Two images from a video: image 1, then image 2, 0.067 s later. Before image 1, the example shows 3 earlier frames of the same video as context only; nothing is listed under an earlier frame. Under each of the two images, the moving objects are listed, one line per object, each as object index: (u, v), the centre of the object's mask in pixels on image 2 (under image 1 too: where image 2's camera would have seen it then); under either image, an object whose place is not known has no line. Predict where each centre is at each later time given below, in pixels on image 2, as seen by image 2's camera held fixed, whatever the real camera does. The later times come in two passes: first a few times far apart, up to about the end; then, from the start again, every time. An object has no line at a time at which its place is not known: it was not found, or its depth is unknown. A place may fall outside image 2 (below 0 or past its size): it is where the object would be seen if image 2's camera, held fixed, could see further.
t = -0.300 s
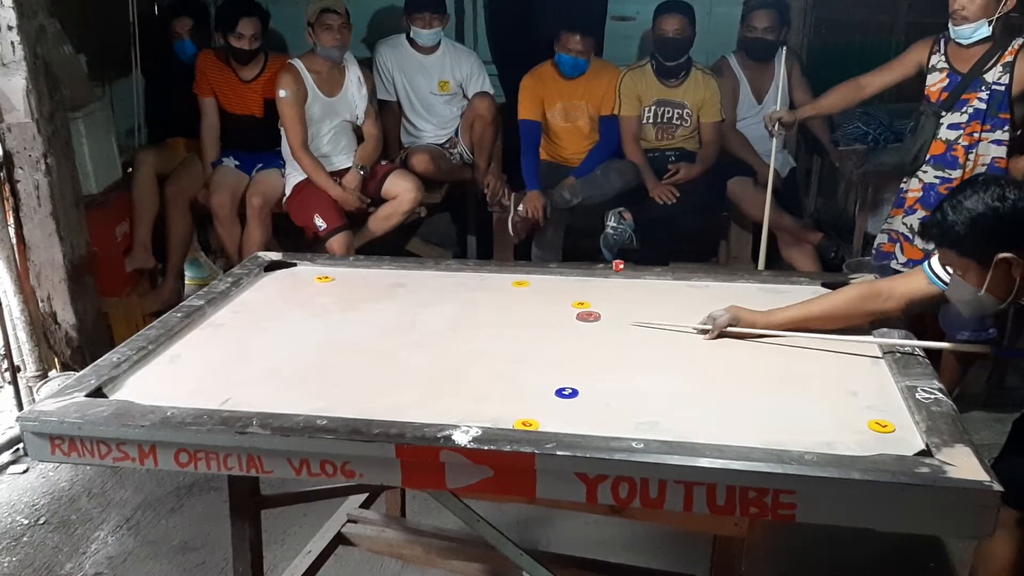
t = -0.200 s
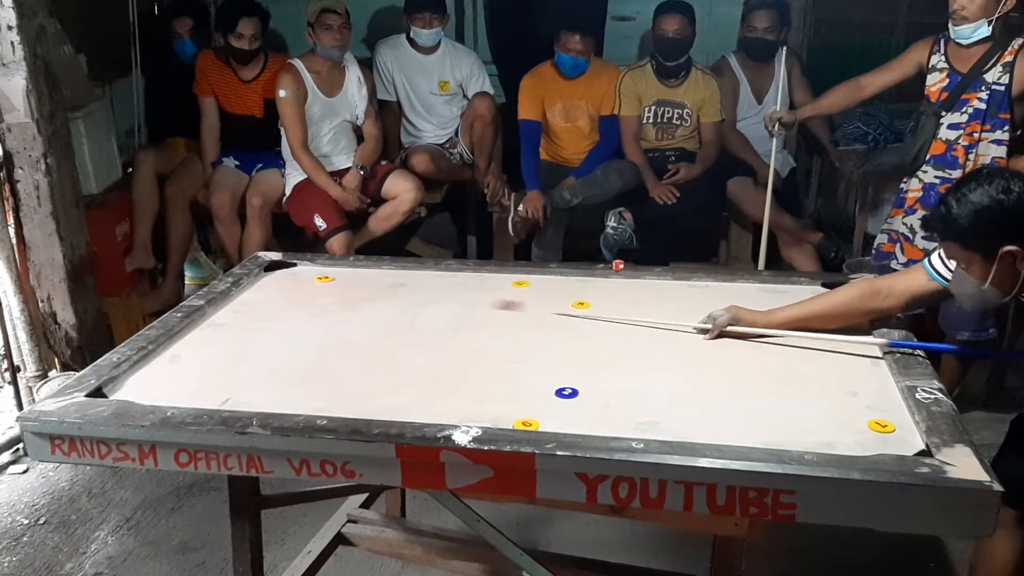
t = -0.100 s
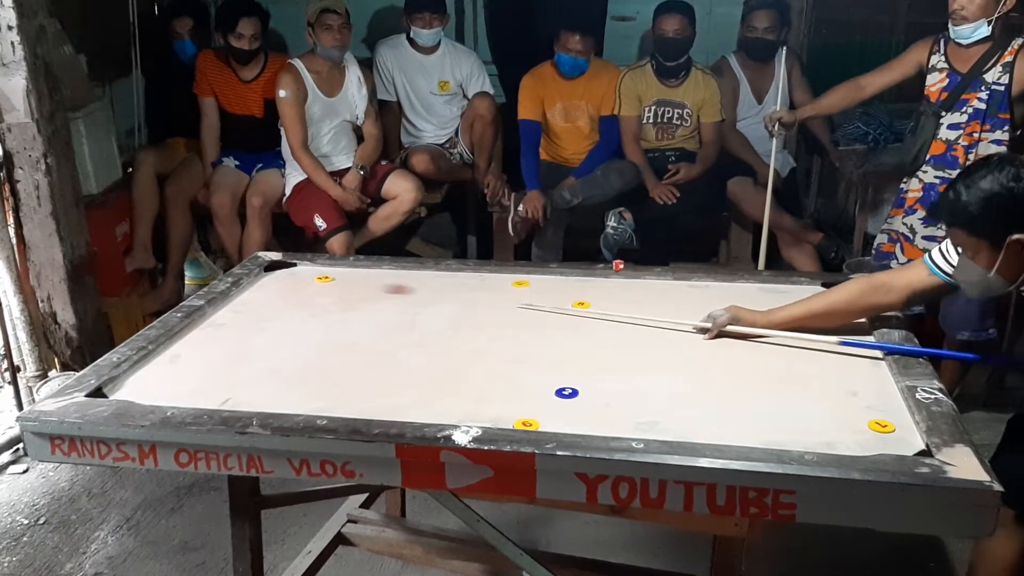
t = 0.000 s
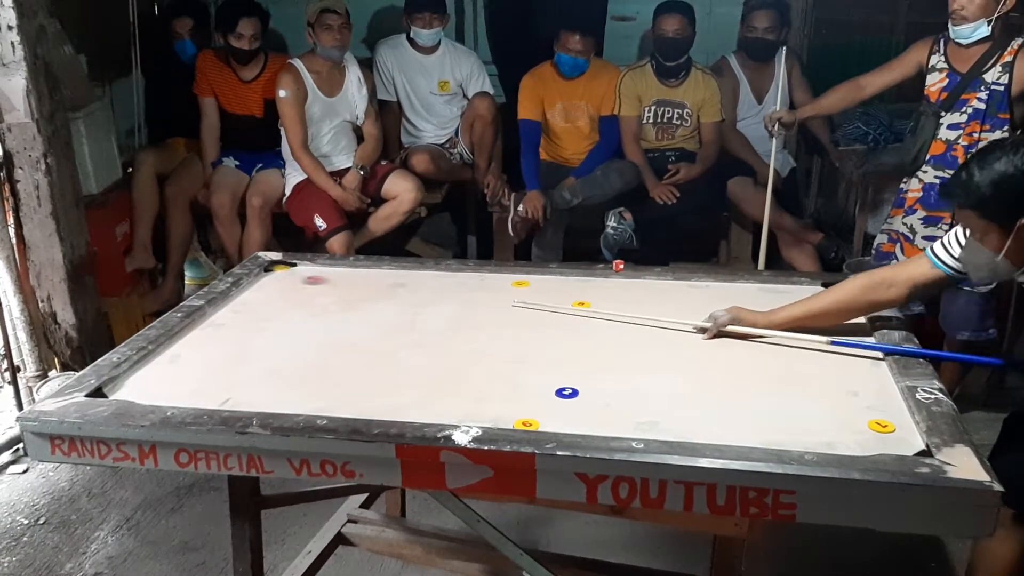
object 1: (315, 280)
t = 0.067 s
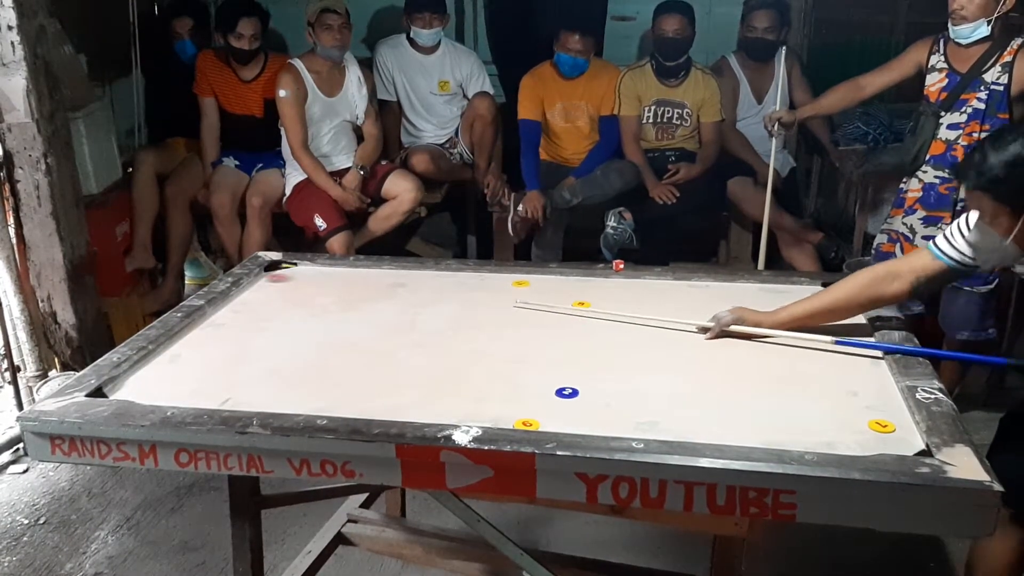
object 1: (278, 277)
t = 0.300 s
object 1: (341, 283)
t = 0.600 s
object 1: (428, 289)
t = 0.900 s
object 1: (496, 294)
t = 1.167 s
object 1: (542, 298)
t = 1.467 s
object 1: (567, 299)
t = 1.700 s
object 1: (567, 299)
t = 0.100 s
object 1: (274, 276)
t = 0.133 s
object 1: (285, 279)
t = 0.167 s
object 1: (296, 280)
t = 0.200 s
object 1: (308, 281)
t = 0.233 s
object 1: (319, 281)
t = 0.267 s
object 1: (330, 282)
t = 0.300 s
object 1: (341, 283)
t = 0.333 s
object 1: (351, 283)
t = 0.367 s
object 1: (362, 284)
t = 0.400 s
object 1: (371, 285)
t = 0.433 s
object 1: (382, 285)
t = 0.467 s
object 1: (391, 286)
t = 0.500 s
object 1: (400, 287)
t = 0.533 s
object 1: (410, 288)
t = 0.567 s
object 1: (419, 288)
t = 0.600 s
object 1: (428, 289)
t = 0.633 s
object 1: (437, 290)
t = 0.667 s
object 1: (444, 290)
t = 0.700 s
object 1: (452, 291)
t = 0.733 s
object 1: (460, 291)
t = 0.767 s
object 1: (468, 292)
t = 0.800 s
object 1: (475, 293)
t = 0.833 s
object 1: (482, 293)
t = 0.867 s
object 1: (489, 294)
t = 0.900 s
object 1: (496, 294)
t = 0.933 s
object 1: (503, 295)
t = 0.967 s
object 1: (509, 295)
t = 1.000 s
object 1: (515, 296)
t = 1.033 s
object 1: (521, 296)
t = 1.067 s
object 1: (527, 297)
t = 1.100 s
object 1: (532, 297)
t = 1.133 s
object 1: (537, 297)
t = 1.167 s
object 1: (542, 298)
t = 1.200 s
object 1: (547, 298)
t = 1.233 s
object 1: (551, 298)
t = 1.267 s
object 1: (555, 299)
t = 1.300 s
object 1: (558, 299)
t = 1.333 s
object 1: (561, 299)
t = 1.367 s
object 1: (563, 299)
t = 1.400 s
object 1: (564, 299)
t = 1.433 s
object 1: (566, 299)
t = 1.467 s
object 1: (567, 299)
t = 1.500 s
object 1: (567, 299)
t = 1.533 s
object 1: (567, 299)
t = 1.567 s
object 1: (567, 299)
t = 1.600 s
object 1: (567, 299)
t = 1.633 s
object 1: (567, 299)
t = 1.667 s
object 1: (567, 299)
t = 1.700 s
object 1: (567, 299)
